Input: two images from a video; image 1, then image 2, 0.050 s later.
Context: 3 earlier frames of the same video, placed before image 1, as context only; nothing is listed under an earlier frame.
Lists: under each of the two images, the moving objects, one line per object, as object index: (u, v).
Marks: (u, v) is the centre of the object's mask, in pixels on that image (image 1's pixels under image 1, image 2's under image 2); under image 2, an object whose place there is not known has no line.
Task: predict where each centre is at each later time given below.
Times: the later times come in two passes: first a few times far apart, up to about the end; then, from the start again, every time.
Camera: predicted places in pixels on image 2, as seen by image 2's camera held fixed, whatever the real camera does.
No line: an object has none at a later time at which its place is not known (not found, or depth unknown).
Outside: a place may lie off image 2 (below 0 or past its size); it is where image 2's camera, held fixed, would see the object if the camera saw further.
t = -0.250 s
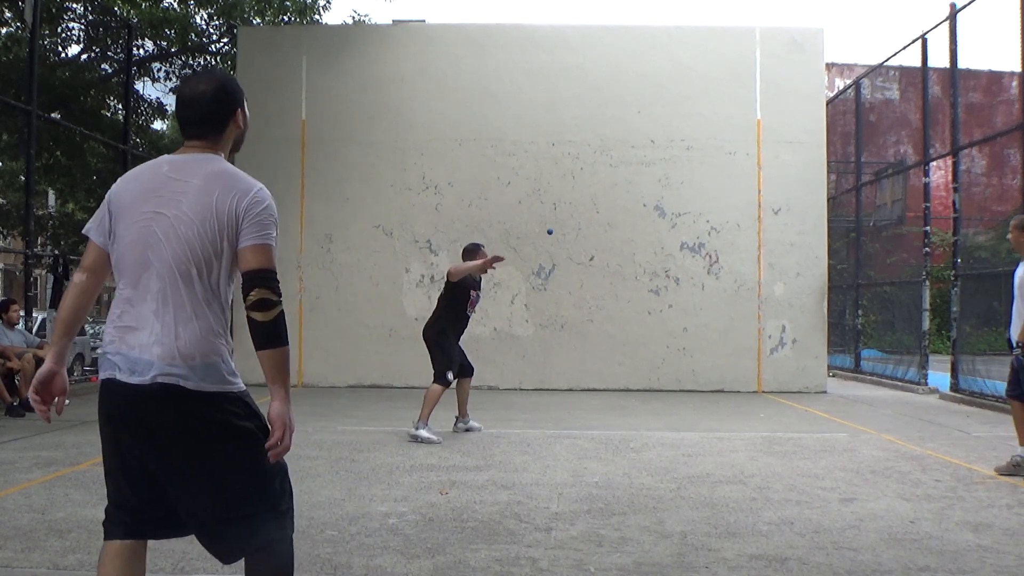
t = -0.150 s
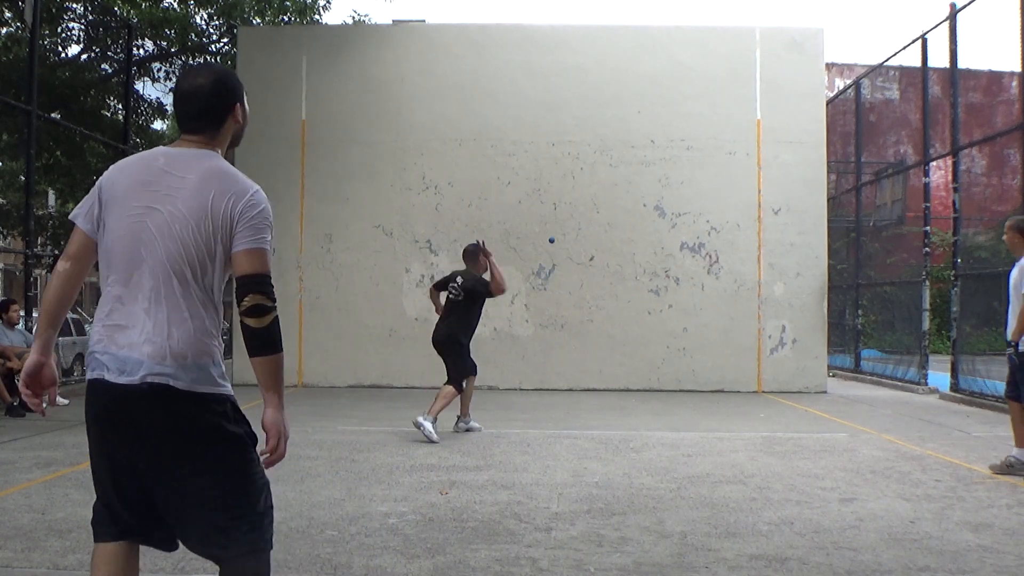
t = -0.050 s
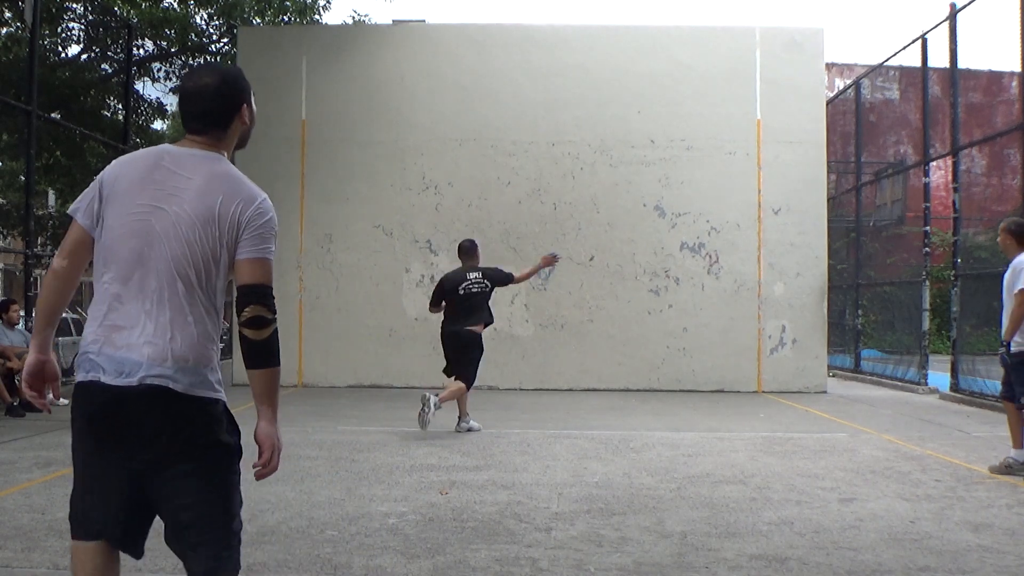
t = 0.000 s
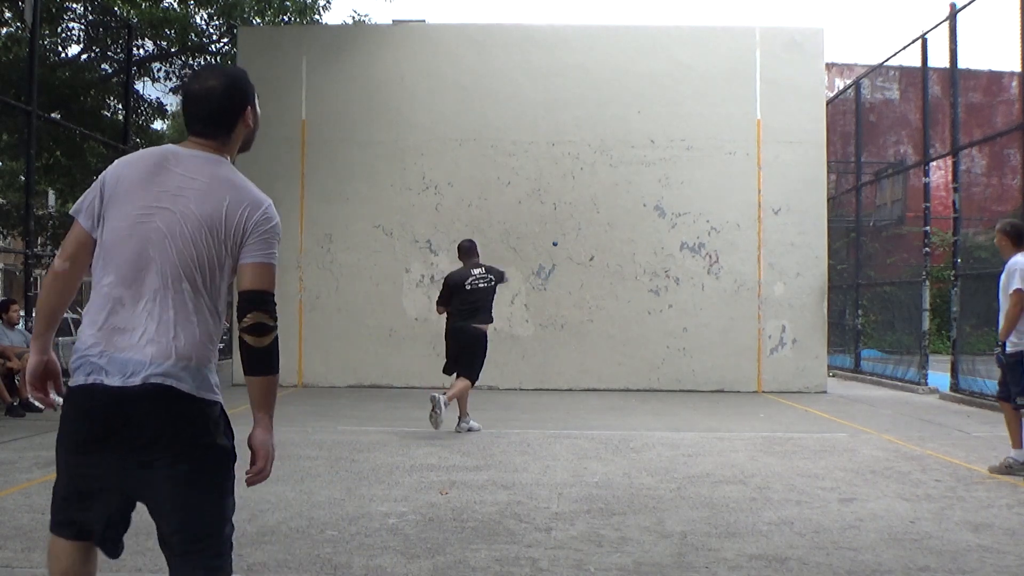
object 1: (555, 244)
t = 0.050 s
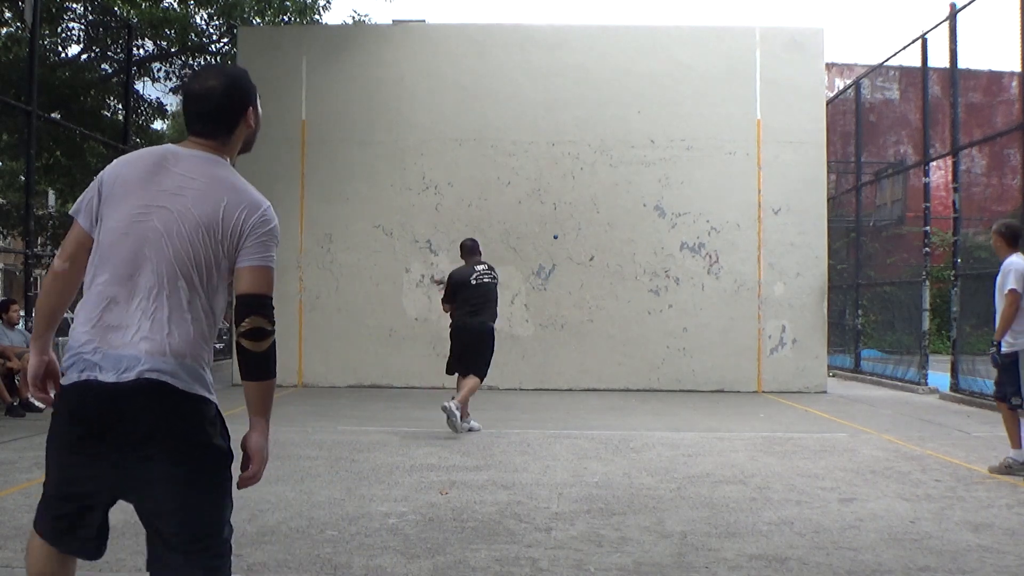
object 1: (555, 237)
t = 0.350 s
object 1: (565, 209)
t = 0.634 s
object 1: (581, 248)
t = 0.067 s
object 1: (556, 235)
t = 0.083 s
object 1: (555, 234)
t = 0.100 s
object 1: (556, 233)
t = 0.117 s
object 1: (556, 232)
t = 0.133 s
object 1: (556, 231)
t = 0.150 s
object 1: (557, 228)
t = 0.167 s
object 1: (557, 226)
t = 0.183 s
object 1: (558, 224)
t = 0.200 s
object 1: (558, 222)
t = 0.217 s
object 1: (559, 220)
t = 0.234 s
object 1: (559, 218)
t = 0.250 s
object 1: (560, 216)
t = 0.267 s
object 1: (561, 215)
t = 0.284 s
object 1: (562, 213)
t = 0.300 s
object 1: (562, 212)
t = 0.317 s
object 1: (563, 211)
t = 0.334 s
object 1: (564, 210)
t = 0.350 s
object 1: (565, 209)
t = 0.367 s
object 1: (565, 209)
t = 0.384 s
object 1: (566, 209)
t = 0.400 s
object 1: (567, 209)
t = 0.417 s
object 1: (568, 209)
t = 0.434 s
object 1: (569, 210)
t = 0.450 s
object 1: (570, 211)
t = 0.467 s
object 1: (570, 212)
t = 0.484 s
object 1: (571, 214)
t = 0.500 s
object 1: (572, 216)
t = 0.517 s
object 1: (573, 218)
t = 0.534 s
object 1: (574, 221)
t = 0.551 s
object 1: (575, 224)
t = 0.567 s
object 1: (576, 227)
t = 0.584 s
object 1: (577, 232)
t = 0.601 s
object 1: (579, 236)
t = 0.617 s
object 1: (580, 242)
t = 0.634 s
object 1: (581, 248)
